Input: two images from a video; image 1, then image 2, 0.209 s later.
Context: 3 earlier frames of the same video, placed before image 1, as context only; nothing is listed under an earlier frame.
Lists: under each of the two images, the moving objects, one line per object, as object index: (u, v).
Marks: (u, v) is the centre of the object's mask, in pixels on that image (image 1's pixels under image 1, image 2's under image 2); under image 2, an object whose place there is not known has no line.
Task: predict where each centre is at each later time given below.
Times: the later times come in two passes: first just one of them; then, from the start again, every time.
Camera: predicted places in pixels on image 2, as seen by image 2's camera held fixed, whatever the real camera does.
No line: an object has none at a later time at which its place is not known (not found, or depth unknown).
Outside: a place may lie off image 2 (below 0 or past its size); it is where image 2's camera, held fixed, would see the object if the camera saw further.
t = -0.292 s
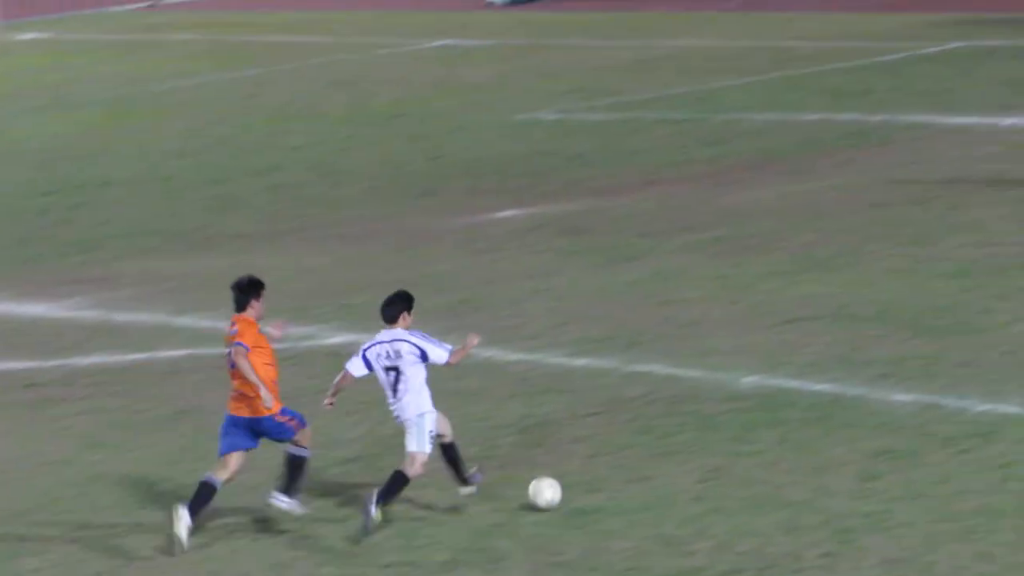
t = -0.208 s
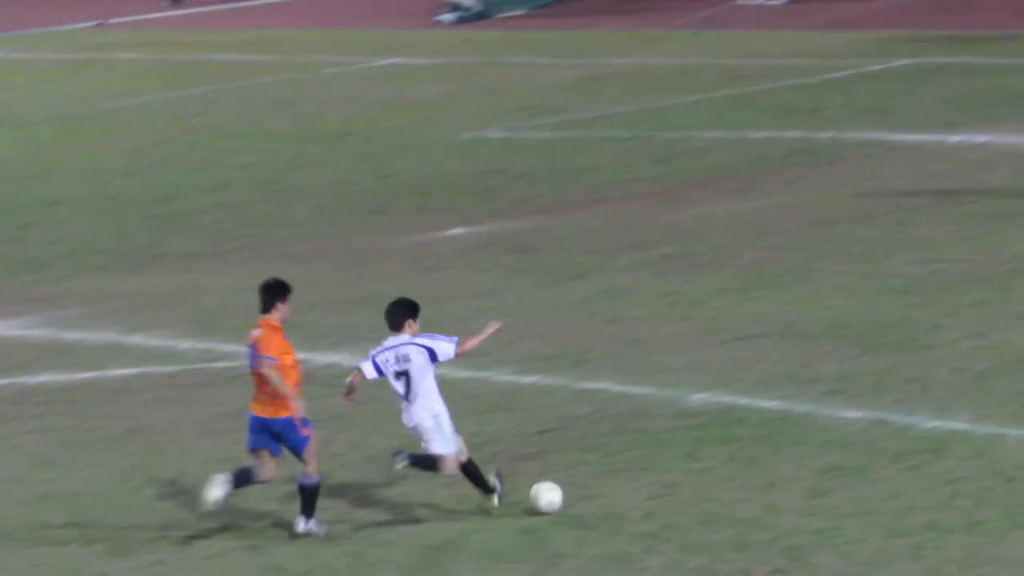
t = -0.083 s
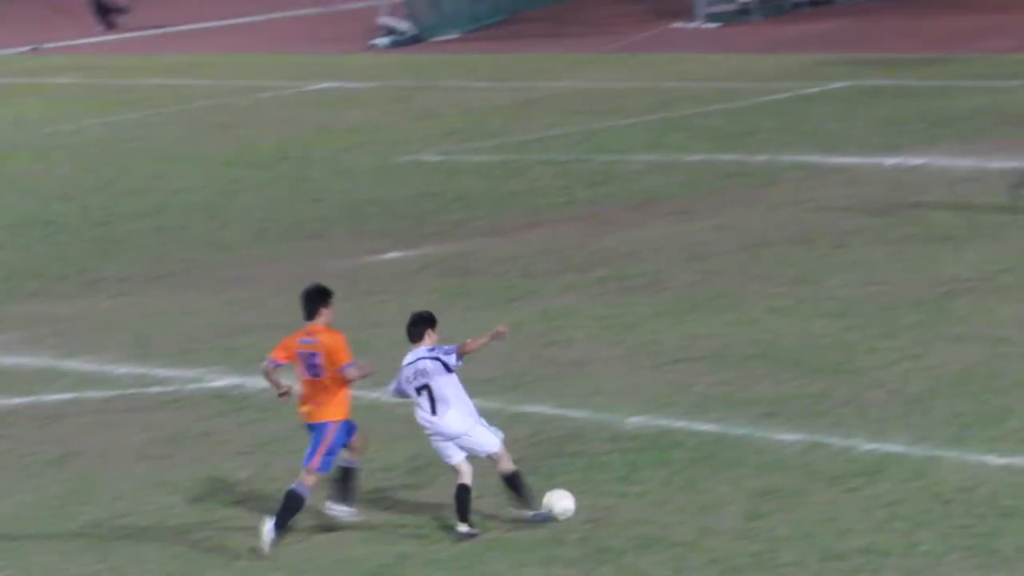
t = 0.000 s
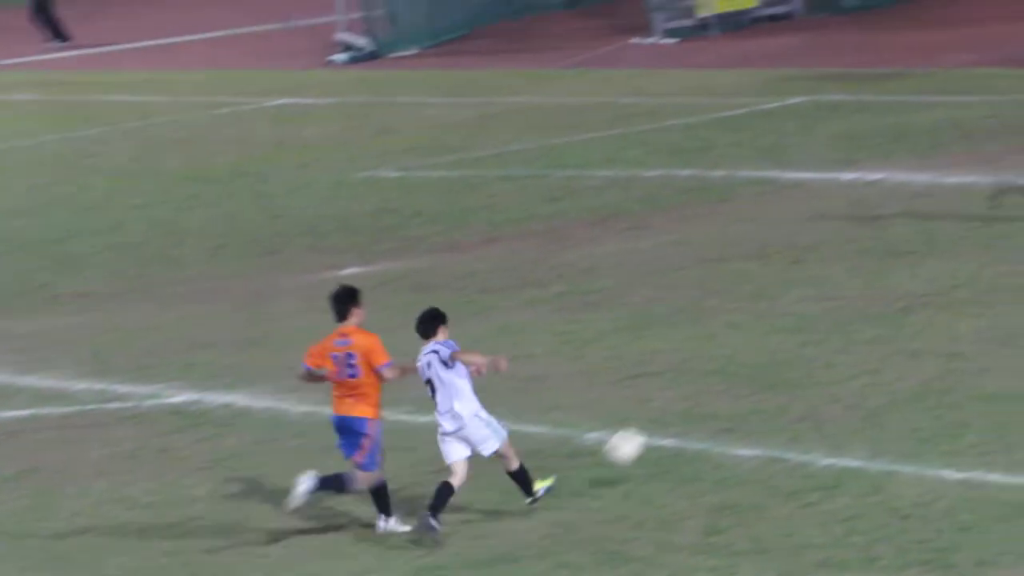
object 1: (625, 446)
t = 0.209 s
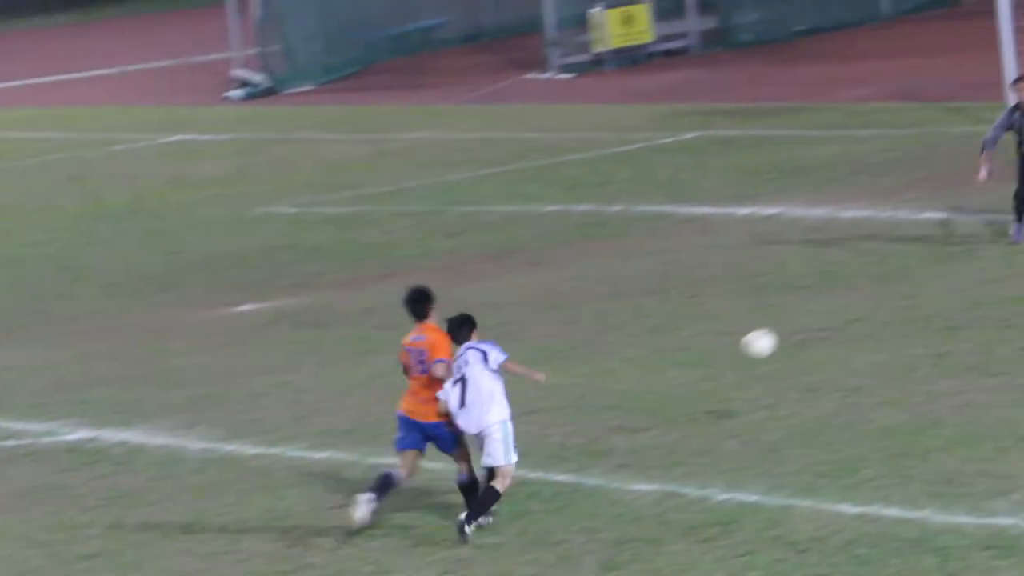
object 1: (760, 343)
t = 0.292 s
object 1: (836, 313)
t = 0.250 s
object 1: (799, 327)
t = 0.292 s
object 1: (836, 313)
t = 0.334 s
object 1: (873, 302)
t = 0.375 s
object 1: (906, 295)
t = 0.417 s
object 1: (938, 289)
